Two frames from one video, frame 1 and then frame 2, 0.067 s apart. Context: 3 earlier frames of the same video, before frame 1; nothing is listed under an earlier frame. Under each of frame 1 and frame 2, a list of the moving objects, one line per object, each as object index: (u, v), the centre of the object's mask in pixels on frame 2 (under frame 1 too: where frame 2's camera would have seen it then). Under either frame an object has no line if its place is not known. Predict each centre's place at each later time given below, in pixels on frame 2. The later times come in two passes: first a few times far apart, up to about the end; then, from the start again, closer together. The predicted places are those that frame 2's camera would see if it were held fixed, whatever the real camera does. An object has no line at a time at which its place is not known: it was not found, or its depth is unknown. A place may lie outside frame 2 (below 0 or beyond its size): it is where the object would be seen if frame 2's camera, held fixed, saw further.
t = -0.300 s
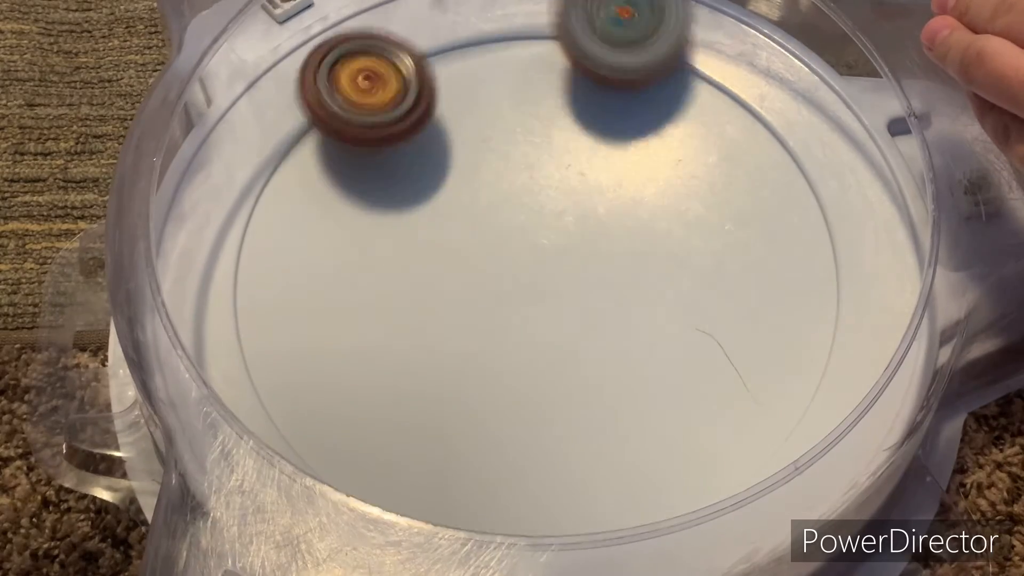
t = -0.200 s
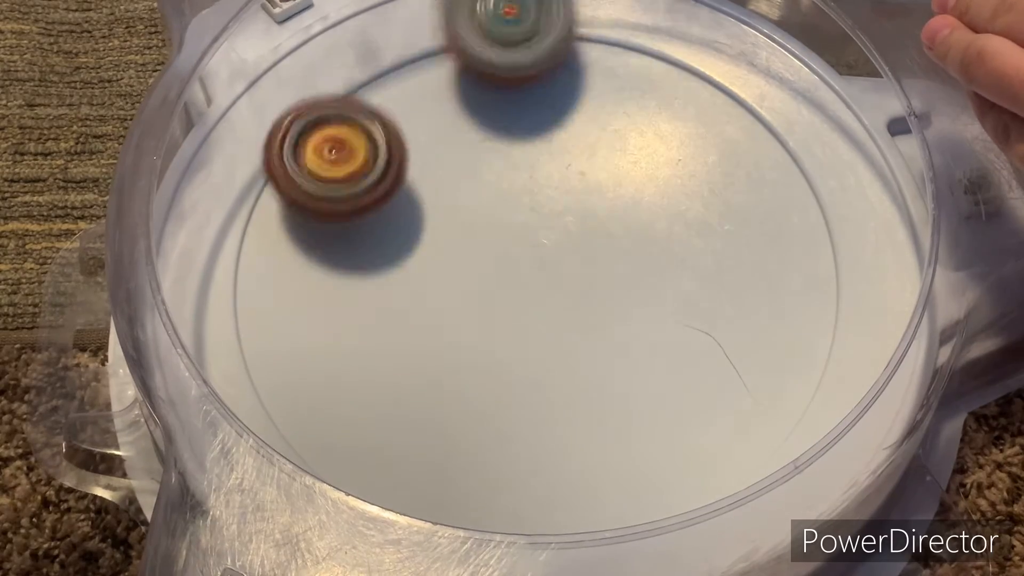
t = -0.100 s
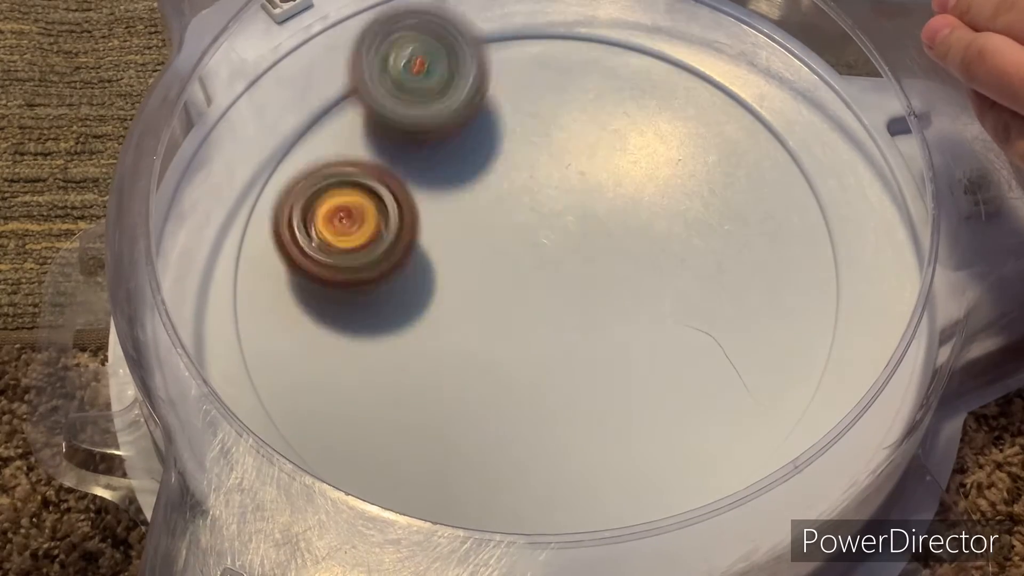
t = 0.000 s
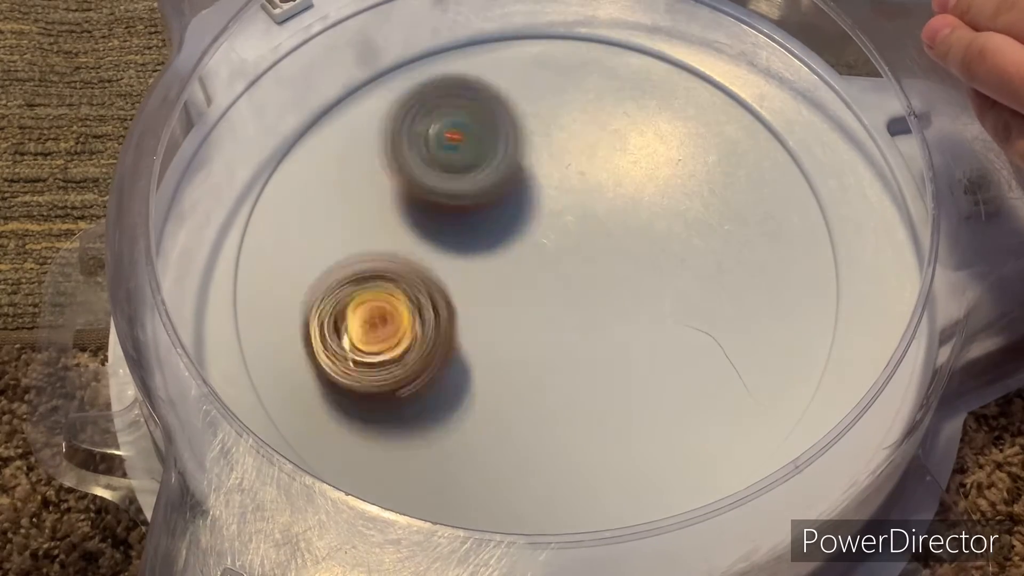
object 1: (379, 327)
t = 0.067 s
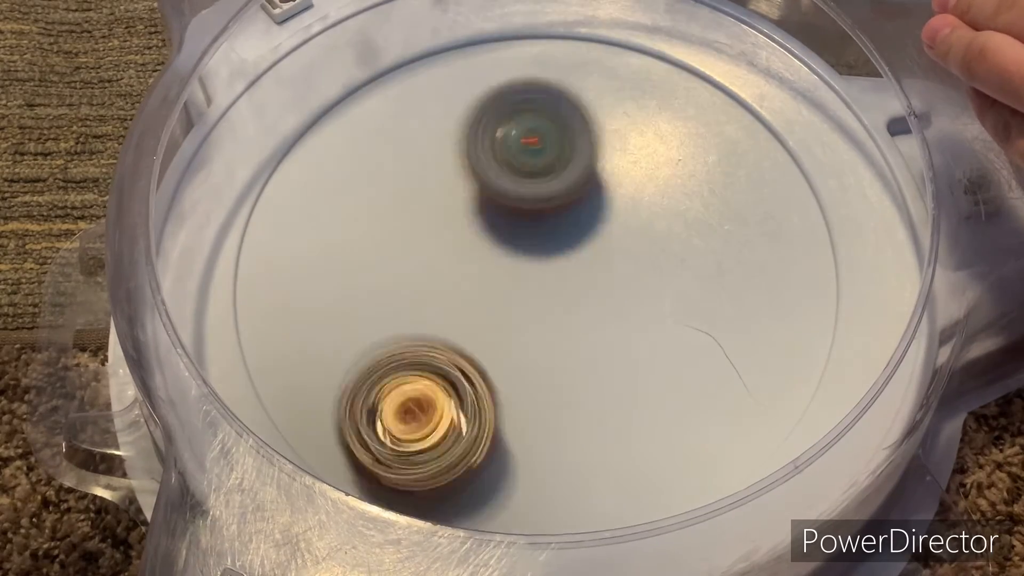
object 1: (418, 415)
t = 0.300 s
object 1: (658, 455)
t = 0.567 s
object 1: (805, 303)
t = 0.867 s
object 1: (768, 299)
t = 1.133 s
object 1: (757, 401)
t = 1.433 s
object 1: (698, 492)
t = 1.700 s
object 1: (586, 499)
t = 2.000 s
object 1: (453, 409)
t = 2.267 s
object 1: (442, 233)
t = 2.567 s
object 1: (347, 246)
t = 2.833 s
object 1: (516, 213)
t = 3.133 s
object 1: (498, 190)
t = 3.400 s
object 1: (416, 230)
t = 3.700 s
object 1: (488, 229)
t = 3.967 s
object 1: (579, 259)
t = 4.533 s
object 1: (364, 301)
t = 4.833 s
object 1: (563, 233)
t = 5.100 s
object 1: (711, 208)
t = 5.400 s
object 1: (587, 267)
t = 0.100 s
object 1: (447, 447)
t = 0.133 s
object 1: (481, 464)
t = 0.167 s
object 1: (516, 470)
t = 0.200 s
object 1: (554, 473)
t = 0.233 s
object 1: (590, 471)
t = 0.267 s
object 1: (623, 465)
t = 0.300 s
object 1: (658, 455)
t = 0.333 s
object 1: (690, 443)
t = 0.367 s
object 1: (719, 427)
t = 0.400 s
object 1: (745, 409)
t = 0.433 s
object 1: (767, 389)
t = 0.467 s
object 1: (784, 368)
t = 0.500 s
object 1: (797, 348)
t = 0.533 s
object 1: (803, 326)
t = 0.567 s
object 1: (805, 303)
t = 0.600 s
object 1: (801, 282)
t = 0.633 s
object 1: (792, 260)
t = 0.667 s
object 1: (780, 242)
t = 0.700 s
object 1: (821, 249)
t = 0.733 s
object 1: (838, 257)
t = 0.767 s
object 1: (828, 271)
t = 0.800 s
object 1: (811, 283)
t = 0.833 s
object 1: (791, 291)
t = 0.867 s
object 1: (768, 299)
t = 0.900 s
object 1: (742, 303)
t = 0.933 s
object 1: (716, 307)
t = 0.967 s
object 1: (690, 310)
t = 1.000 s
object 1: (708, 341)
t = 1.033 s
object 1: (731, 368)
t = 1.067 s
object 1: (751, 389)
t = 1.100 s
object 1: (765, 400)
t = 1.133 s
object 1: (757, 401)
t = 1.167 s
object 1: (742, 398)
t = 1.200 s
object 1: (721, 392)
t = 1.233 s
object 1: (699, 384)
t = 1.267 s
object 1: (677, 377)
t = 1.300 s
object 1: (689, 409)
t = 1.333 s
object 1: (710, 441)
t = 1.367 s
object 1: (707, 450)
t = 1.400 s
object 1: (705, 474)
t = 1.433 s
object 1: (698, 492)
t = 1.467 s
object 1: (688, 500)
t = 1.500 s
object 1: (677, 507)
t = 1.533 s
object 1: (665, 511)
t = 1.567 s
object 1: (651, 515)
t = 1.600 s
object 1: (636, 517)
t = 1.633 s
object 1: (621, 516)
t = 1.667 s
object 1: (602, 498)
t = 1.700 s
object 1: (586, 499)
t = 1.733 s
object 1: (566, 498)
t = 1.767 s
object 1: (548, 496)
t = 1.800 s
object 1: (529, 492)
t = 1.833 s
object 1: (511, 488)
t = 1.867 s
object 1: (496, 482)
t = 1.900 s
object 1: (482, 464)
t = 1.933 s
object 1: (472, 447)
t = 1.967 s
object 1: (461, 428)
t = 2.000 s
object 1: (453, 409)
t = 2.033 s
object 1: (448, 386)
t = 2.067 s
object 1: (443, 361)
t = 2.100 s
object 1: (439, 340)
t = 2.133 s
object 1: (438, 315)
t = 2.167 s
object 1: (438, 294)
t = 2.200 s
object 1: (439, 274)
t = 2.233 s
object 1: (440, 252)
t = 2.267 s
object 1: (442, 233)
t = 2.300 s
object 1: (424, 229)
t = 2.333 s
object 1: (396, 227)
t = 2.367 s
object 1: (370, 238)
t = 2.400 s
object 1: (354, 241)
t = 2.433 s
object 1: (338, 243)
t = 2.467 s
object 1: (332, 247)
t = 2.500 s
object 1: (332, 248)
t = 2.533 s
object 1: (337, 248)
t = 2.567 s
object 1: (347, 246)
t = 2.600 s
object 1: (363, 244)
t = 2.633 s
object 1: (378, 240)
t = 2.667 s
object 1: (399, 237)
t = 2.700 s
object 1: (421, 234)
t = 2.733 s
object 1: (444, 230)
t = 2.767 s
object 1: (467, 226)
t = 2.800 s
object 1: (491, 220)
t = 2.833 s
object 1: (516, 213)
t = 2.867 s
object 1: (540, 202)
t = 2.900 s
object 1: (542, 188)
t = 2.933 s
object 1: (540, 172)
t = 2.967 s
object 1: (537, 178)
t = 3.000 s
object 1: (534, 178)
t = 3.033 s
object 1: (525, 167)
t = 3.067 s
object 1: (516, 173)
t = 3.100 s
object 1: (510, 186)
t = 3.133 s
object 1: (498, 190)
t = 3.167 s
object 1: (488, 197)
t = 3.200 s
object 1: (478, 203)
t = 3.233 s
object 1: (470, 208)
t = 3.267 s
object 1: (463, 217)
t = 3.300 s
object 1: (447, 217)
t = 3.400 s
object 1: (416, 230)
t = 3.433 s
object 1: (416, 232)
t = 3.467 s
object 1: (420, 233)
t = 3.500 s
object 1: (425, 231)
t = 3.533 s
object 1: (433, 231)
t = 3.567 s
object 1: (442, 231)
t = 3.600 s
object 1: (452, 229)
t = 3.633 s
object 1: (462, 229)
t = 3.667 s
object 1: (475, 230)
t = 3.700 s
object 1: (488, 229)
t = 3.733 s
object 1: (500, 231)
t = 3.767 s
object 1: (513, 232)
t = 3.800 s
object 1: (526, 233)
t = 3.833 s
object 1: (537, 237)
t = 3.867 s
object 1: (549, 241)
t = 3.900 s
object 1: (560, 246)
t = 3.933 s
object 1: (569, 253)
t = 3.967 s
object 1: (579, 259)
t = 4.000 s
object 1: (586, 268)
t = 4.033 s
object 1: (591, 275)
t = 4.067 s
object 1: (596, 285)
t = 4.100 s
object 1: (598, 295)
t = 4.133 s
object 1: (599, 305)
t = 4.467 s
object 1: (382, 318)
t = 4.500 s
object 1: (370, 309)
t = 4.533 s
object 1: (364, 301)
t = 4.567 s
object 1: (367, 294)
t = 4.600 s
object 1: (377, 291)
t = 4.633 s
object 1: (395, 283)
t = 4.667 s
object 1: (420, 271)
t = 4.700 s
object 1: (444, 263)
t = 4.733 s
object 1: (473, 255)
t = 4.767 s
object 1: (501, 250)
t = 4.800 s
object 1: (532, 238)
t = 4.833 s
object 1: (563, 233)
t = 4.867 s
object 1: (594, 230)
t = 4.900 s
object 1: (625, 220)
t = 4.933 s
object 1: (651, 217)
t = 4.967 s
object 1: (676, 210)
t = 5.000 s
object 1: (693, 207)
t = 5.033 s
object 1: (705, 205)
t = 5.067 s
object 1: (711, 209)
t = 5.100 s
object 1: (711, 208)
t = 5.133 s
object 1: (707, 215)
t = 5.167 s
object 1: (698, 221)
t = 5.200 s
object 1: (685, 225)
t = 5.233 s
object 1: (670, 230)
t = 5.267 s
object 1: (655, 236)
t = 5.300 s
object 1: (638, 242)
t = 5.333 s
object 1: (620, 249)
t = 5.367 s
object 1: (603, 256)
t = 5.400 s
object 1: (587, 267)
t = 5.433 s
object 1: (571, 278)
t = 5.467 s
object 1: (556, 288)
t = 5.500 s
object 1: (544, 301)
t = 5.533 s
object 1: (536, 312)
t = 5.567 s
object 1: (535, 320)
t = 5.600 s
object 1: (537, 324)
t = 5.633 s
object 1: (540, 325)
